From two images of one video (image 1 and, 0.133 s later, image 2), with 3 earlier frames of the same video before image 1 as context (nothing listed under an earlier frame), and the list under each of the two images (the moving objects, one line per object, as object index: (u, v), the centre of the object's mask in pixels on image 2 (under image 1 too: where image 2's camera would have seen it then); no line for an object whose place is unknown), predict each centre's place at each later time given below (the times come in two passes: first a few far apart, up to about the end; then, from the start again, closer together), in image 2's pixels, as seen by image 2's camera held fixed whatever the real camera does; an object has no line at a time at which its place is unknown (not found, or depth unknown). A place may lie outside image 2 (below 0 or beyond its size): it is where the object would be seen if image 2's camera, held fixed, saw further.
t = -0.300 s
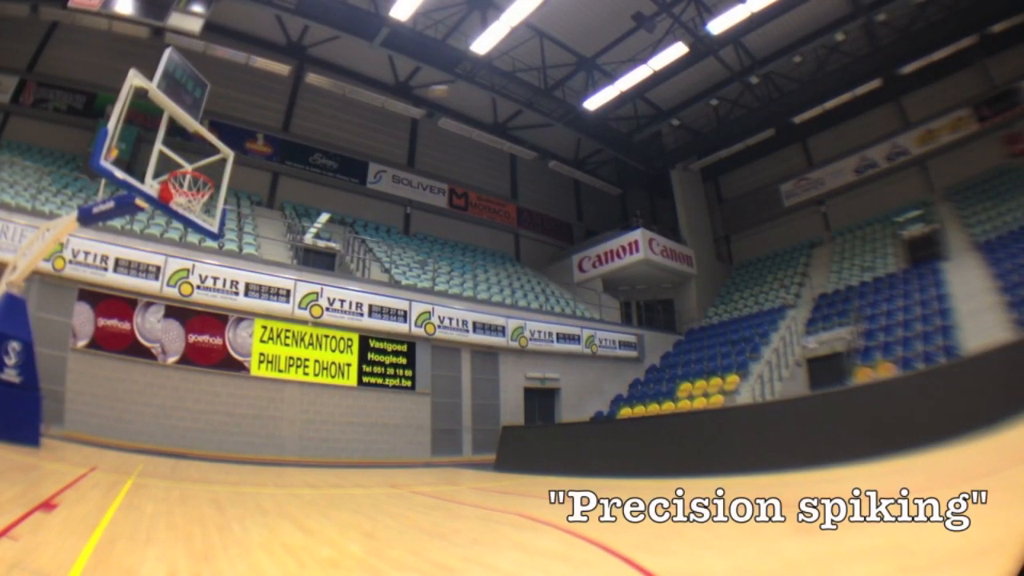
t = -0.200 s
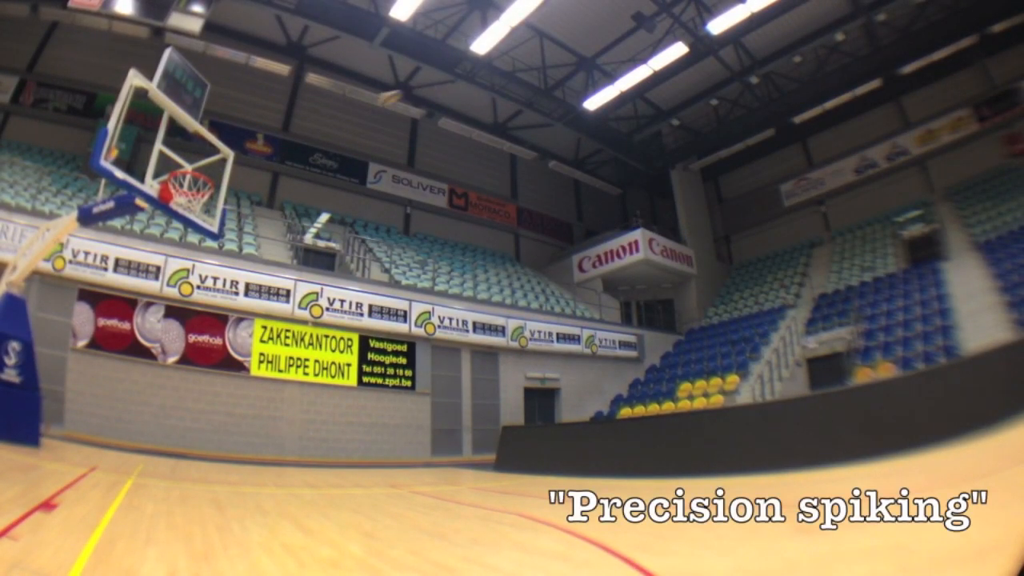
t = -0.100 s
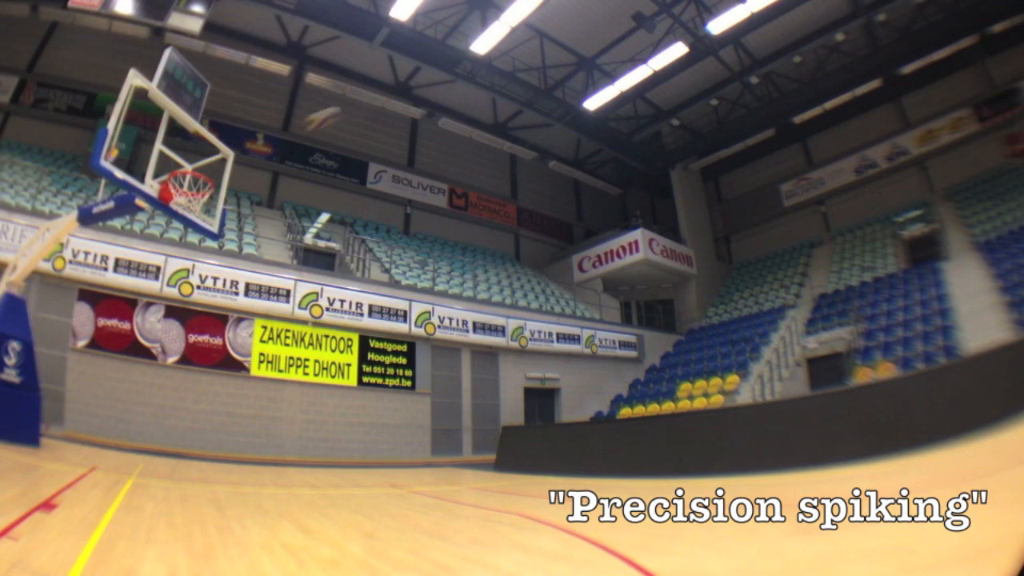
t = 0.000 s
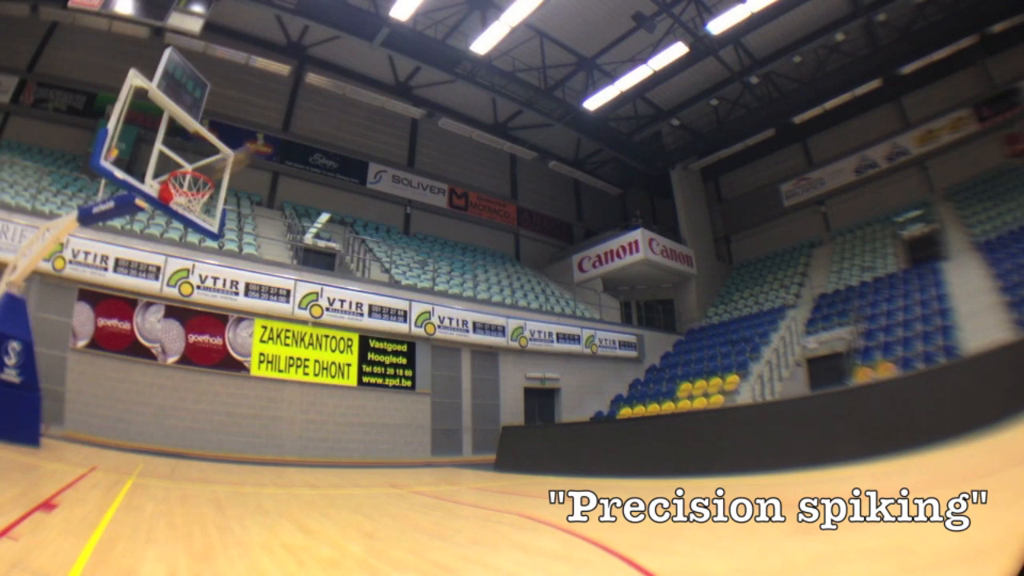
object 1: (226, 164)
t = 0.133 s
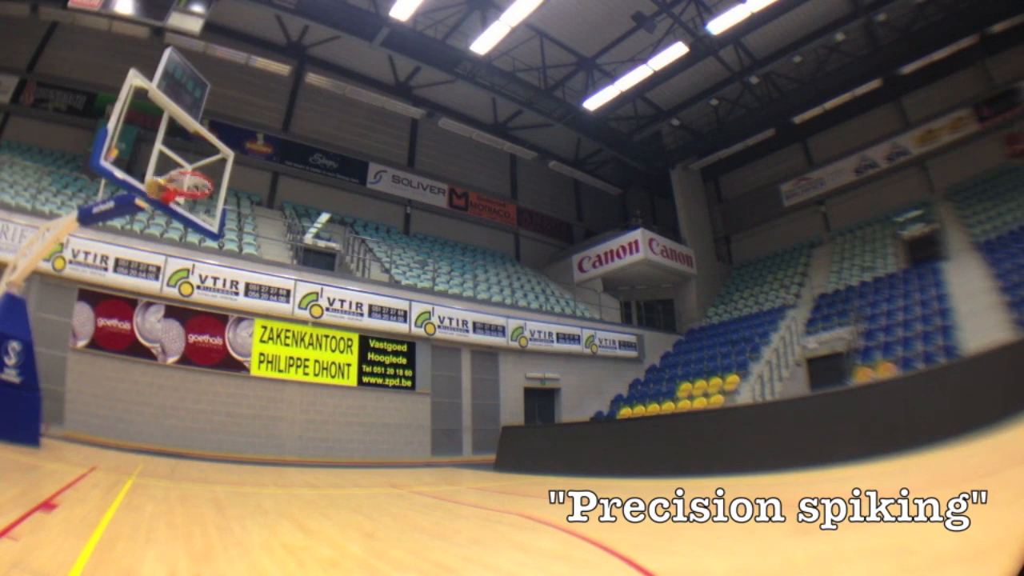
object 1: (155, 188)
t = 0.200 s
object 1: (148, 183)
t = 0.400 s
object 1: (151, 184)
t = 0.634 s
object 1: (143, 236)
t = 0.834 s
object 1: (128, 341)
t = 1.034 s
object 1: (125, 505)
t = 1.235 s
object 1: (156, 399)
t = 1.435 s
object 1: (190, 348)
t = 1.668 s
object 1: (218, 349)
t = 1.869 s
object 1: (237, 392)
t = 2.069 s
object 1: (255, 470)
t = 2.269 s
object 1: (272, 451)
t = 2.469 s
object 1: (287, 423)
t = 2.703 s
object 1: (301, 432)
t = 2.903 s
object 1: (313, 476)
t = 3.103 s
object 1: (325, 460)
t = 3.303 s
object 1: (337, 449)
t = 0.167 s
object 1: (148, 186)
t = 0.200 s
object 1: (148, 183)
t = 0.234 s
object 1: (149, 181)
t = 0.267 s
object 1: (150, 180)
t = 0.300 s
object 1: (151, 180)
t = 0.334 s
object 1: (152, 180)
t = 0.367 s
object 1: (152, 182)
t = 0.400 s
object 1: (151, 184)
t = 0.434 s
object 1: (151, 189)
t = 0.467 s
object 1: (150, 194)
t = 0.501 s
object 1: (148, 200)
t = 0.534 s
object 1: (148, 206)
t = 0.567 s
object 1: (147, 215)
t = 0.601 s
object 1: (145, 224)
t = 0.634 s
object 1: (143, 236)
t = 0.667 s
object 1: (141, 252)
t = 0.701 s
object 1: (138, 263)
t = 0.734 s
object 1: (137, 280)
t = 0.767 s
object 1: (134, 301)
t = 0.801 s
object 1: (131, 321)
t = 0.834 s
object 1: (128, 341)
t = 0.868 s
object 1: (127, 365)
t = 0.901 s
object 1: (125, 395)
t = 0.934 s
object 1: (123, 421)
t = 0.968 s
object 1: (122, 449)
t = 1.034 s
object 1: (125, 505)
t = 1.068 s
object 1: (129, 487)
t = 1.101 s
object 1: (134, 466)
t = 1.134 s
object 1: (139, 445)
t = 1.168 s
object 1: (143, 428)
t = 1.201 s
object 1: (150, 414)
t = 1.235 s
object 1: (156, 399)
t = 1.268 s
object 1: (163, 386)
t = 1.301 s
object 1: (169, 376)
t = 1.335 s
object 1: (174, 367)
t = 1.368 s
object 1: (180, 359)
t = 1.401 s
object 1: (186, 354)
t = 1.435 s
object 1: (190, 348)
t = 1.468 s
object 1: (194, 345)
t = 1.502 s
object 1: (198, 342)
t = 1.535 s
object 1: (203, 341)
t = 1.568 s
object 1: (207, 341)
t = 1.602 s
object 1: (210, 342)
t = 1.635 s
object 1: (214, 345)
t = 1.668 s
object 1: (218, 349)
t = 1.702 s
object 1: (222, 353)
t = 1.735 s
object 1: (226, 359)
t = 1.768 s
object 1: (229, 365)
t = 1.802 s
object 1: (231, 373)
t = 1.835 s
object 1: (234, 381)
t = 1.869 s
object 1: (237, 392)
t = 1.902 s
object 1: (240, 404)
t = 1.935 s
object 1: (244, 416)
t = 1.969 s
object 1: (247, 429)
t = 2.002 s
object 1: (249, 443)
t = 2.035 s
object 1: (251, 456)
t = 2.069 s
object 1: (255, 470)
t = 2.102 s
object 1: (258, 489)
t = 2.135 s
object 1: (261, 494)
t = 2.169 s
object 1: (263, 481)
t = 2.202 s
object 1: (265, 469)
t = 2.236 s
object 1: (268, 459)
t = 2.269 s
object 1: (272, 451)
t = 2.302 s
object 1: (273, 445)
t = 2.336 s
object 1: (277, 438)
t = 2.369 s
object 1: (279, 432)
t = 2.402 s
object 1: (282, 427)
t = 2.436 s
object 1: (285, 425)
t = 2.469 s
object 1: (287, 423)
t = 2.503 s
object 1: (289, 422)
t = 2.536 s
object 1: (291, 421)
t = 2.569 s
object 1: (293, 422)
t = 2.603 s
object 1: (295, 423)
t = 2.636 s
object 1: (297, 425)
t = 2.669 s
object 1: (299, 428)
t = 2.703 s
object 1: (301, 432)
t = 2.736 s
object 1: (303, 438)
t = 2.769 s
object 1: (305, 443)
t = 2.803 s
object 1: (307, 450)
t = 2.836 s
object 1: (309, 459)
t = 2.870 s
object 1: (311, 467)
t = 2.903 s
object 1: (313, 476)
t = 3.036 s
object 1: (322, 471)
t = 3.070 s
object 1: (323, 464)
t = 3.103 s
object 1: (325, 460)
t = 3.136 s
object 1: (327, 456)
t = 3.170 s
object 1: (329, 453)
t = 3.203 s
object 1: (330, 451)
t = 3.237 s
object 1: (333, 449)
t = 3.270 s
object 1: (335, 449)
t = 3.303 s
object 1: (337, 449)
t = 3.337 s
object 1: (338, 450)
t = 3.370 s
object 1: (340, 452)
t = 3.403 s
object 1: (341, 455)
